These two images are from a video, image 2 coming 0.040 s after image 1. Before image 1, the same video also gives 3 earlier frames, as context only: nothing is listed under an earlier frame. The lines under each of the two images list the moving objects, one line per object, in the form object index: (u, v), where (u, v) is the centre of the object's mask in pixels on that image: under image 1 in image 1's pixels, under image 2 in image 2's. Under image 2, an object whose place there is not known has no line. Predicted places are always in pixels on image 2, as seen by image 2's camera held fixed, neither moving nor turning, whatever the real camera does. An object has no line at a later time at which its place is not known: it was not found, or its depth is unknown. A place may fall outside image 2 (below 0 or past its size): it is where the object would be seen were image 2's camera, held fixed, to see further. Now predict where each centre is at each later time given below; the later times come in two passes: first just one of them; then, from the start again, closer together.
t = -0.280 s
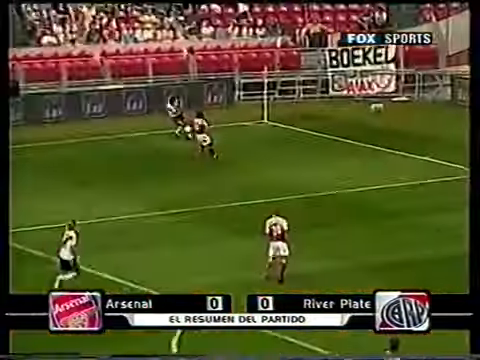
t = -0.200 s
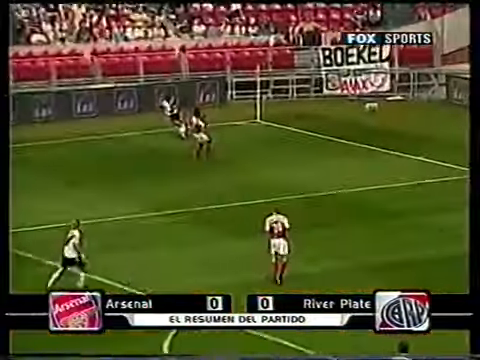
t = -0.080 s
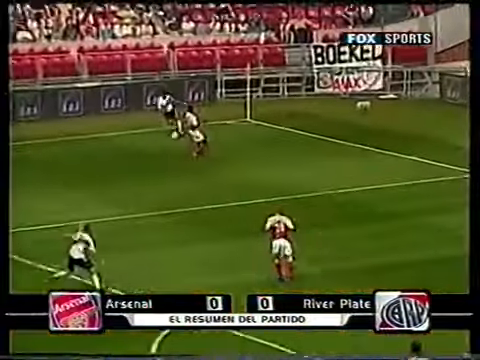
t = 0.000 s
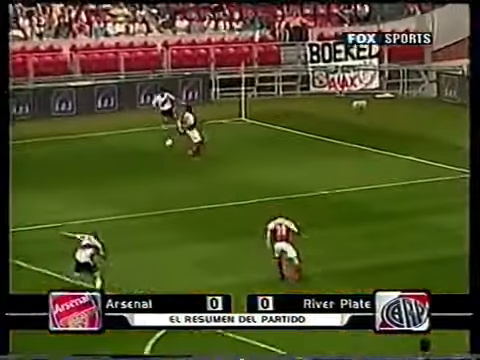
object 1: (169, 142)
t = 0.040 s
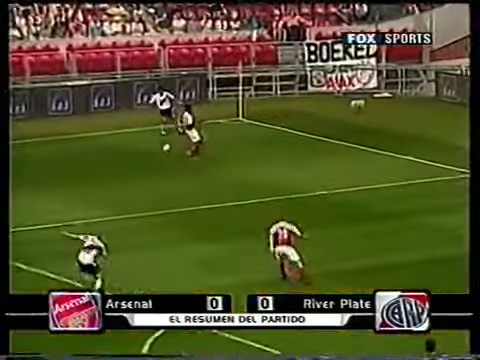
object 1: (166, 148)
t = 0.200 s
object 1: (164, 173)
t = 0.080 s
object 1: (166, 152)
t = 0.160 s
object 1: (164, 165)
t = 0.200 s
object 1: (164, 173)
